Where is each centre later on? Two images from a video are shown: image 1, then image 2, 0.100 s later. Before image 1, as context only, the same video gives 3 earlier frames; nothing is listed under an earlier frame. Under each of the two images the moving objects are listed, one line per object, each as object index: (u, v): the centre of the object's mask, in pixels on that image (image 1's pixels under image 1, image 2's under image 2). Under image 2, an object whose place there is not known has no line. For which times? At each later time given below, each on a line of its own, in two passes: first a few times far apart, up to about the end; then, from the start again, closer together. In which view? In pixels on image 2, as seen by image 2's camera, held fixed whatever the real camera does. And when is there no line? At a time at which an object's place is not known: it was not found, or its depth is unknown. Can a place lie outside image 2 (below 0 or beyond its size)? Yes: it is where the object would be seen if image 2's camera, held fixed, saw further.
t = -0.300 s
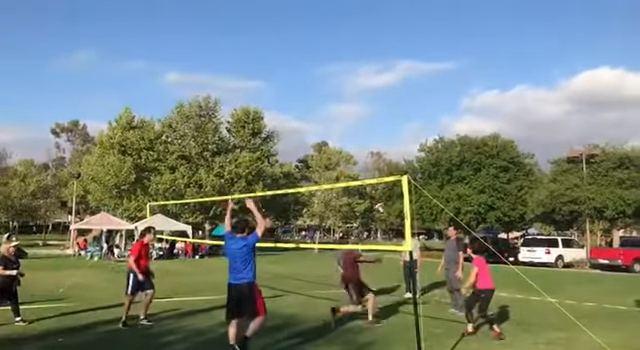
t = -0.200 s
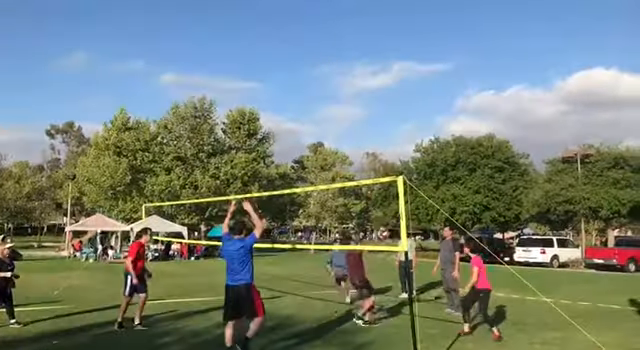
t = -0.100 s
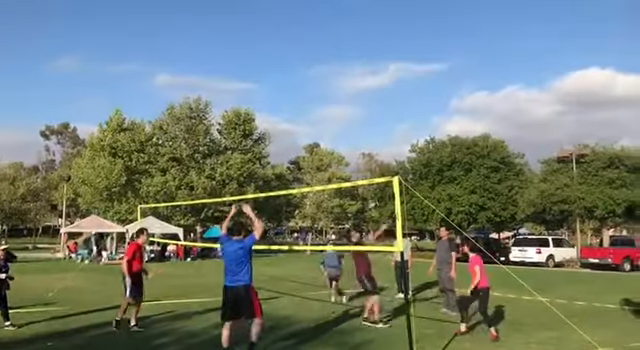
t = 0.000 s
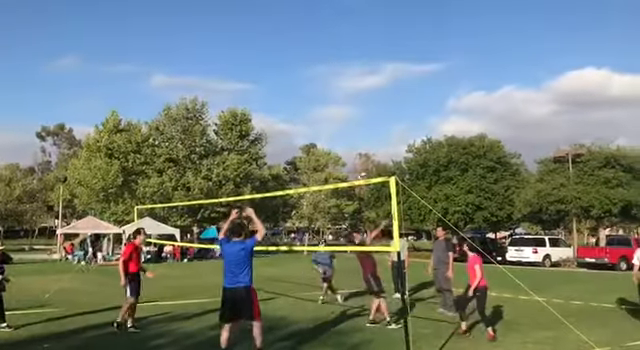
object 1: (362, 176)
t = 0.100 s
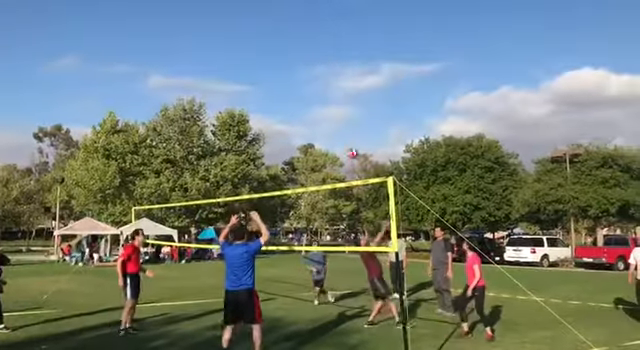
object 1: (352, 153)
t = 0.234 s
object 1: (342, 131)
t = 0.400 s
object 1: (329, 114)
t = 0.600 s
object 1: (314, 110)
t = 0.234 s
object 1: (342, 131)
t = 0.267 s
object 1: (340, 124)
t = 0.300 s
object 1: (337, 123)
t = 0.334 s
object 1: (333, 118)
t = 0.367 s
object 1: (332, 117)
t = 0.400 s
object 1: (329, 114)
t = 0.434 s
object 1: (326, 112)
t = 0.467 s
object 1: (324, 111)
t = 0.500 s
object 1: (321, 110)
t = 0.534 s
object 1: (318, 110)
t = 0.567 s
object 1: (317, 110)
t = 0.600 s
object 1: (314, 110)
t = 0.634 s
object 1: (311, 112)
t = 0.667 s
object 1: (309, 115)
